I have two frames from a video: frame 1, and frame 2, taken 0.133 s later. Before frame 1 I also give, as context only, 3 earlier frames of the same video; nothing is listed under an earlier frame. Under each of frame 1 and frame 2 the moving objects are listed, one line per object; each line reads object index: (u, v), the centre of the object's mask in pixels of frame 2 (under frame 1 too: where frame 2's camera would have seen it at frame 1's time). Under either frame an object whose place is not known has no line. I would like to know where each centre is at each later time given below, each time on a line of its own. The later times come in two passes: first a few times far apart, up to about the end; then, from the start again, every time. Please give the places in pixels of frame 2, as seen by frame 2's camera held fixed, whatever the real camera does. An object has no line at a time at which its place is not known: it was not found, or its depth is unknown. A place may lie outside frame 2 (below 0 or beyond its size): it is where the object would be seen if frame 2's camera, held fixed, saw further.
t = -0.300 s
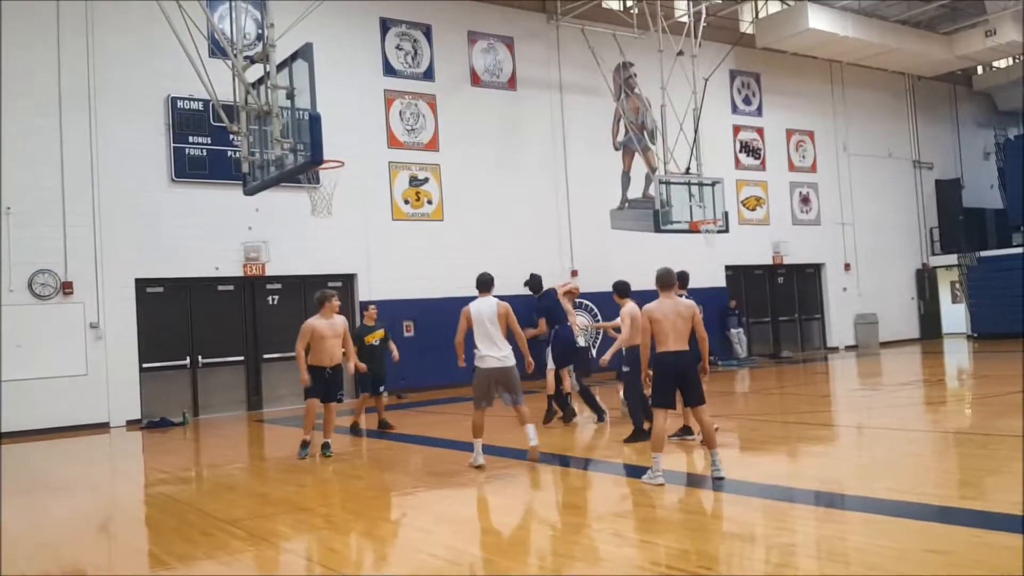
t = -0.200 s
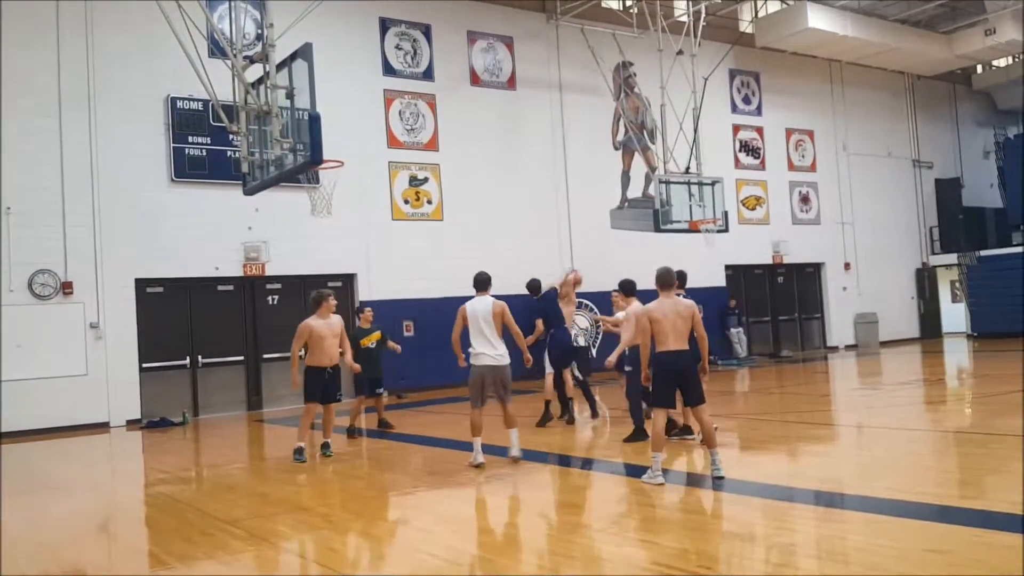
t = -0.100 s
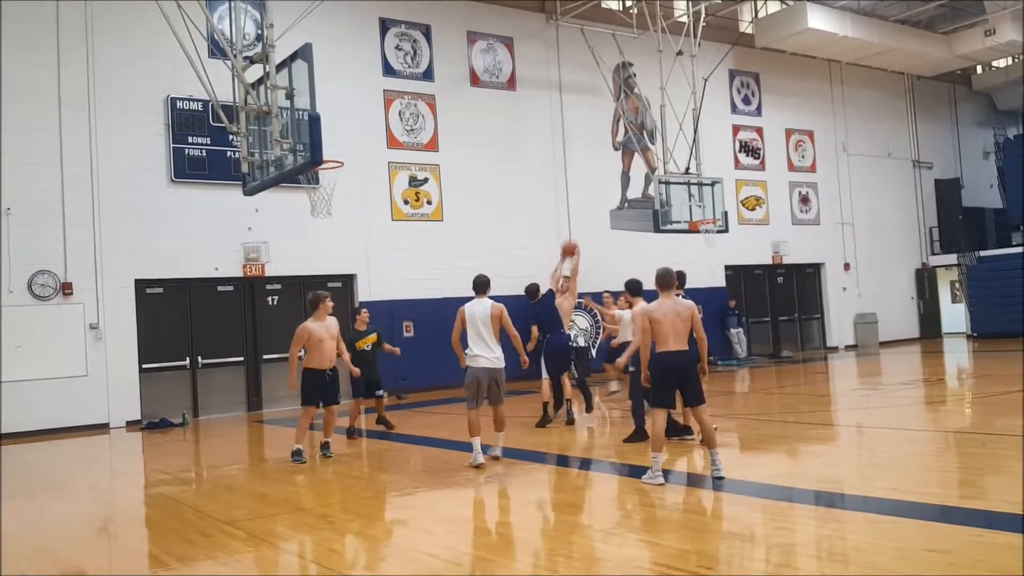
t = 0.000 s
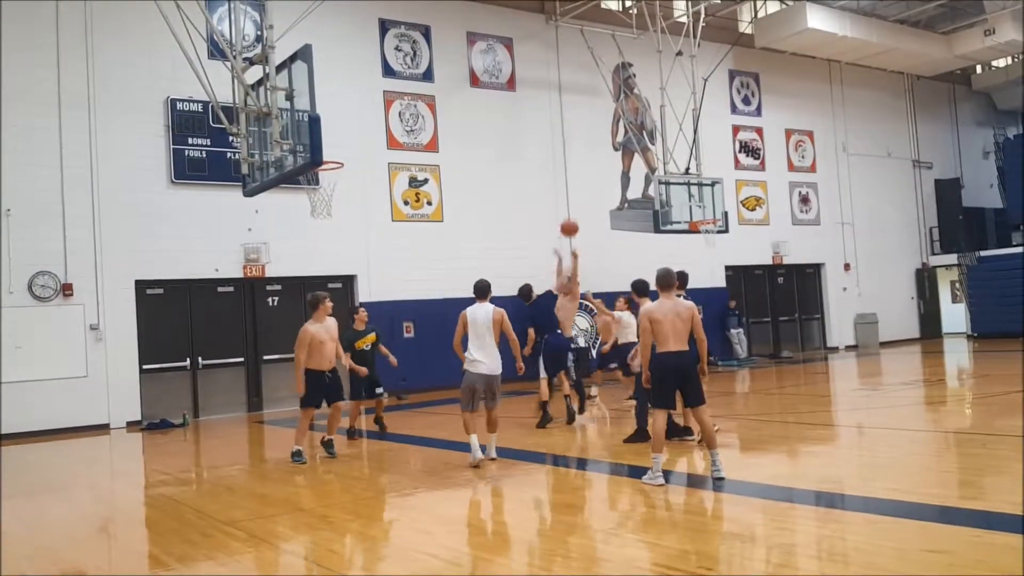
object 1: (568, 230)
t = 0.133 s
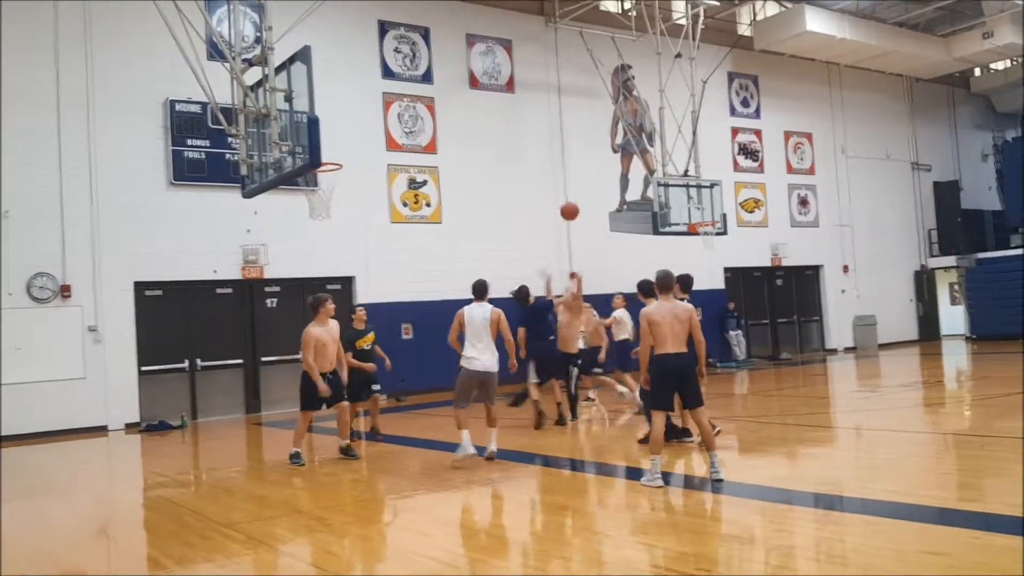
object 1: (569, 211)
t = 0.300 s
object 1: (572, 205)
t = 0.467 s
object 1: (578, 223)
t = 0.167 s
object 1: (570, 208)
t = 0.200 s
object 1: (571, 206)
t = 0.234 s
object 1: (571, 205)
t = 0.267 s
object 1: (572, 204)
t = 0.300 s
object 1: (572, 205)
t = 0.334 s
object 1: (573, 207)
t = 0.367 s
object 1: (574, 210)
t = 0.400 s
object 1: (575, 213)
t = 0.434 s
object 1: (576, 217)
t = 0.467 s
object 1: (578, 223)
